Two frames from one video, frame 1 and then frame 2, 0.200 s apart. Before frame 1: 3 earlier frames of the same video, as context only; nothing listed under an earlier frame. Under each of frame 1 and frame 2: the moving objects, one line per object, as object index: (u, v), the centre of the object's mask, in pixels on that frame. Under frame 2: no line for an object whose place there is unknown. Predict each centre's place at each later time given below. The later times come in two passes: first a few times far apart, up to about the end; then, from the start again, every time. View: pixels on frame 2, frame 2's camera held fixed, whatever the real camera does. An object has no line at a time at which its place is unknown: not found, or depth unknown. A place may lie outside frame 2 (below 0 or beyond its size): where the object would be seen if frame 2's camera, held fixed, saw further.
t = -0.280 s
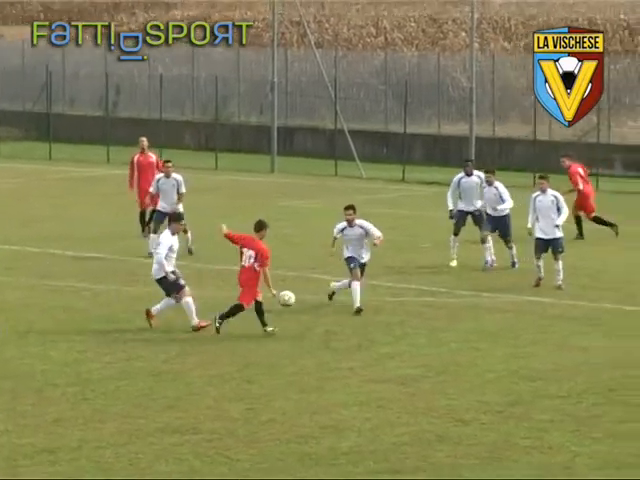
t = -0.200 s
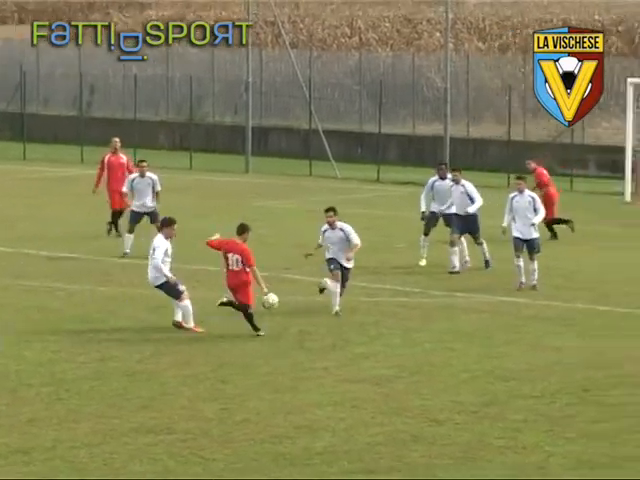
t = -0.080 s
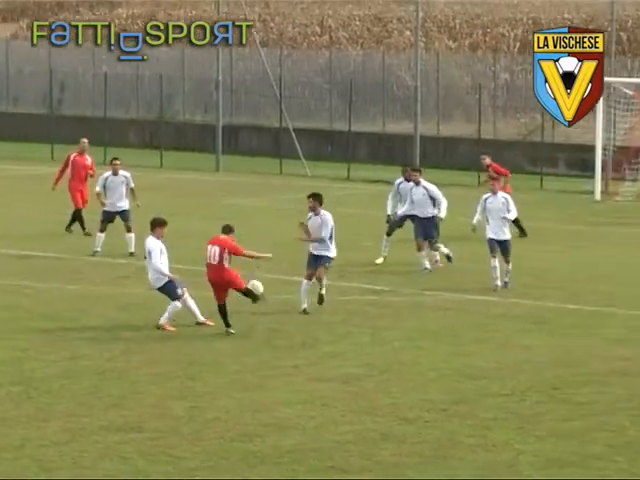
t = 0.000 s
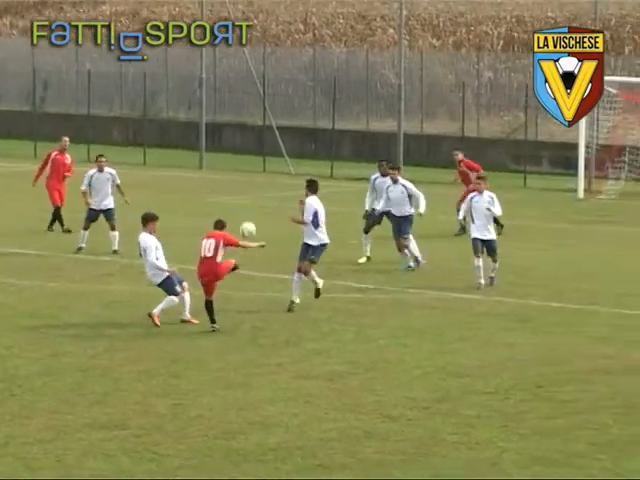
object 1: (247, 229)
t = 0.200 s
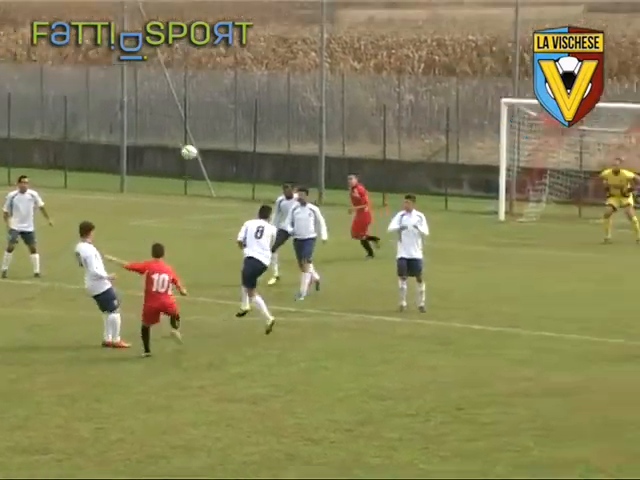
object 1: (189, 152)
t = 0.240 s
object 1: (192, 137)
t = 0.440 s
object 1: (205, 92)
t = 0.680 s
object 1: (216, 86)
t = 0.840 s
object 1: (223, 105)
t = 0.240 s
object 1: (192, 137)
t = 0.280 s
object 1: (195, 125)
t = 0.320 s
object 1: (198, 114)
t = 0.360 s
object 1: (200, 106)
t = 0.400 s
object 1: (202, 99)
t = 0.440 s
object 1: (205, 92)
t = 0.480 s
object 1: (207, 88)
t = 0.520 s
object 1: (209, 85)
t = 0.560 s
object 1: (211, 84)
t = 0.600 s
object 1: (213, 83)
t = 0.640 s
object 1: (214, 84)
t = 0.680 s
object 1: (216, 86)
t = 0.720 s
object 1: (218, 89)
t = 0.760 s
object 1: (220, 93)
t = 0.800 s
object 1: (221, 99)
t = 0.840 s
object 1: (223, 105)
